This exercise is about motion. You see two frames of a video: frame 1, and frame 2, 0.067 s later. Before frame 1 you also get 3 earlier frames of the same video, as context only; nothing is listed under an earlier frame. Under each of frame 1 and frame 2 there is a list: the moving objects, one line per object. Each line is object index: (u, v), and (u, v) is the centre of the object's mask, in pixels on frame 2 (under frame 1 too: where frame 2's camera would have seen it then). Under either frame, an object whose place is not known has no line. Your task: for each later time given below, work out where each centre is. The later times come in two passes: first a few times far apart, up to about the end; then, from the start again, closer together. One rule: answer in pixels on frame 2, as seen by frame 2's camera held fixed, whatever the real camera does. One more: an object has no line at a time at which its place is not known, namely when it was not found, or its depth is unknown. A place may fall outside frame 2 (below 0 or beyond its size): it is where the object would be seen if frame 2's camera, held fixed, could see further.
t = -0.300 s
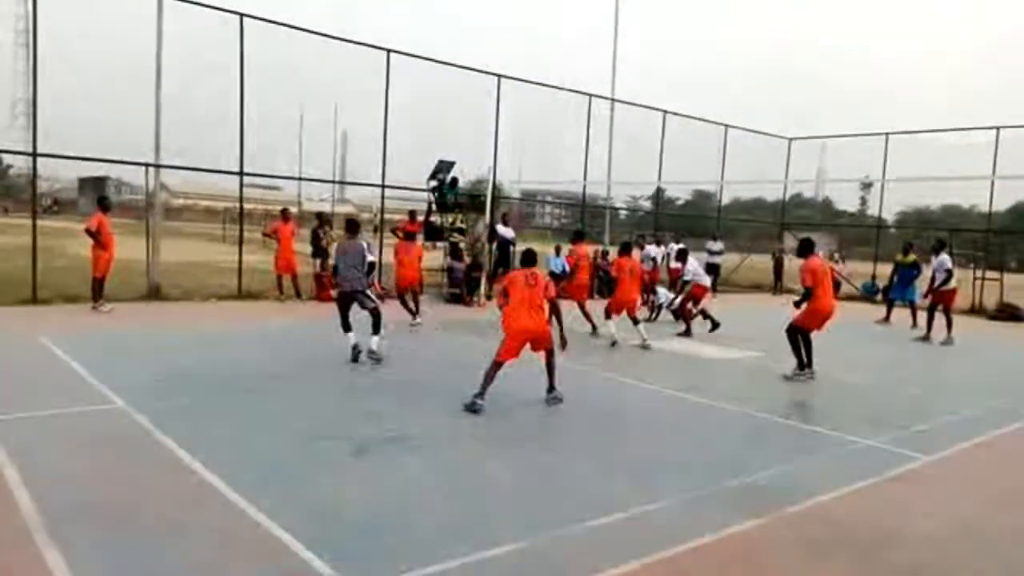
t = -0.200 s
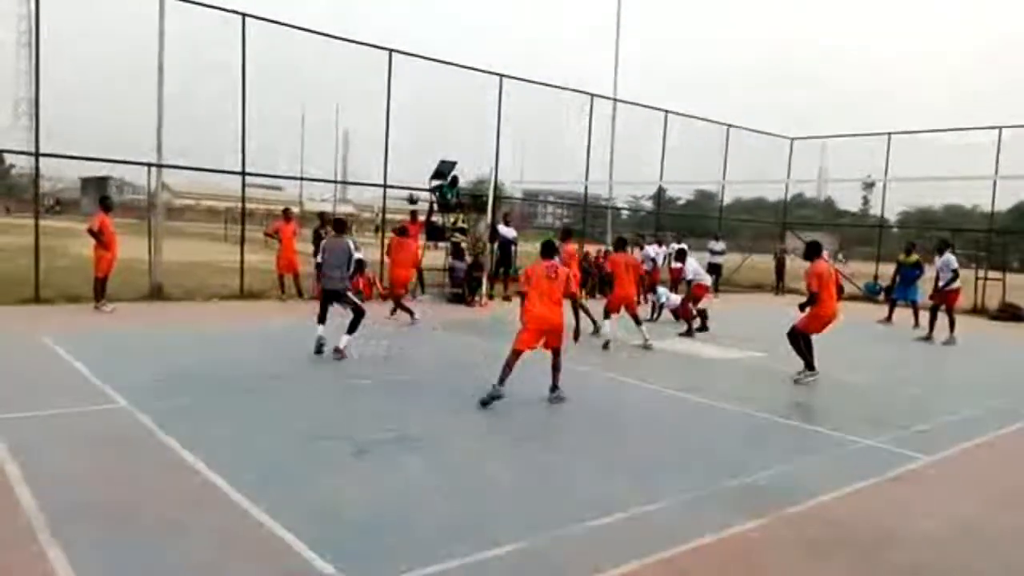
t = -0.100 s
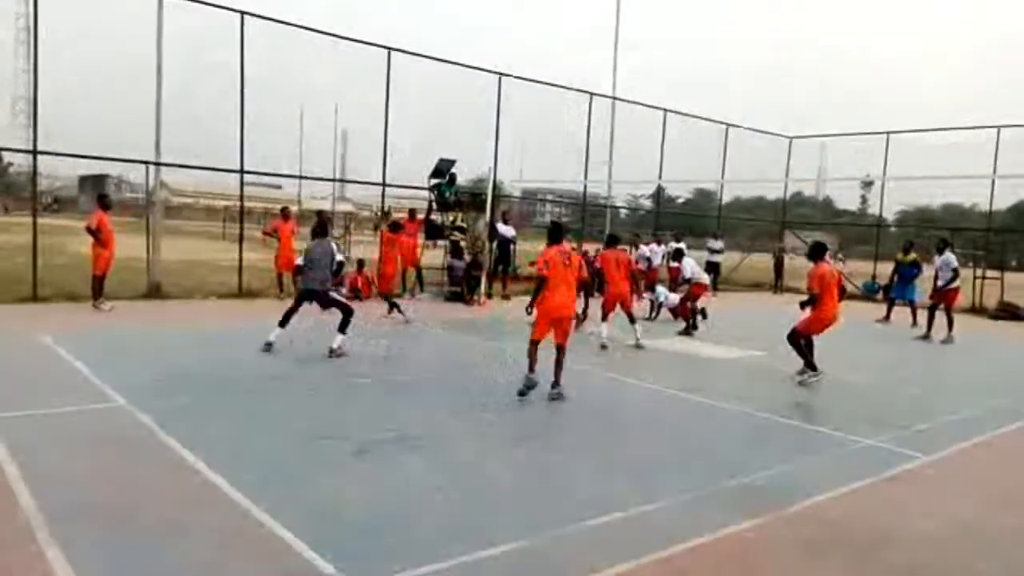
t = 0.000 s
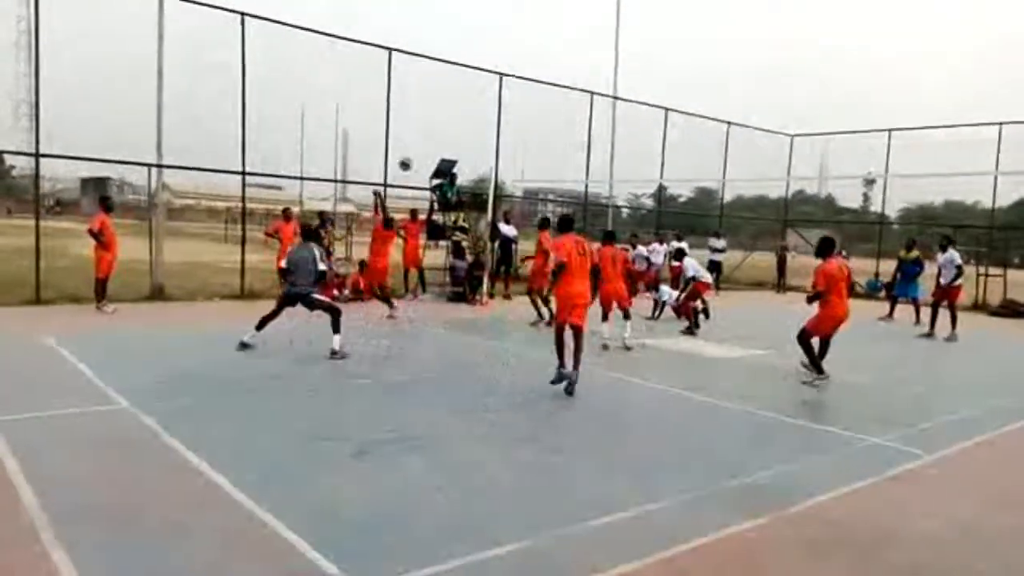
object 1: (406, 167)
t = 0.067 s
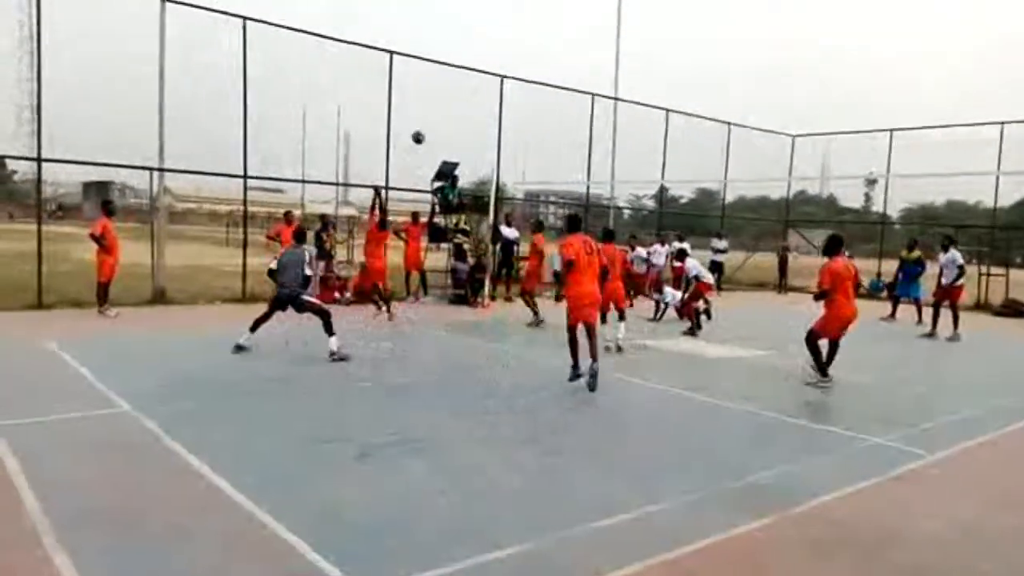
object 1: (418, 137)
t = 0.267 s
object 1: (453, 62)
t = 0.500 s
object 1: (496, 2)
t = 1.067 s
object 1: (606, 19)
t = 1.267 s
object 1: (646, 90)
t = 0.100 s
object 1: (423, 123)
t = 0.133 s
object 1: (429, 110)
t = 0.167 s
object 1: (435, 97)
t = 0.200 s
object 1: (441, 85)
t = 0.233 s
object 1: (447, 73)
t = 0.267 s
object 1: (453, 62)
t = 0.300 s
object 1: (459, 51)
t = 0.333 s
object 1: (465, 41)
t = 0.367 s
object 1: (472, 32)
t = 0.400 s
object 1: (478, 24)
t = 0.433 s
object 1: (484, 16)
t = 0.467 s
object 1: (491, 9)
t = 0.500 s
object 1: (496, 2)
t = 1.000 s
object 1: (594, 3)
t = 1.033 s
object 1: (600, 10)
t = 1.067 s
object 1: (606, 19)
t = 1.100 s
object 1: (613, 28)
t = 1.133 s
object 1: (620, 38)
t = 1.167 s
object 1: (626, 49)
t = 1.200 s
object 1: (633, 62)
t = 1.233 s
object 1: (639, 76)
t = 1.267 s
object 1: (646, 90)
